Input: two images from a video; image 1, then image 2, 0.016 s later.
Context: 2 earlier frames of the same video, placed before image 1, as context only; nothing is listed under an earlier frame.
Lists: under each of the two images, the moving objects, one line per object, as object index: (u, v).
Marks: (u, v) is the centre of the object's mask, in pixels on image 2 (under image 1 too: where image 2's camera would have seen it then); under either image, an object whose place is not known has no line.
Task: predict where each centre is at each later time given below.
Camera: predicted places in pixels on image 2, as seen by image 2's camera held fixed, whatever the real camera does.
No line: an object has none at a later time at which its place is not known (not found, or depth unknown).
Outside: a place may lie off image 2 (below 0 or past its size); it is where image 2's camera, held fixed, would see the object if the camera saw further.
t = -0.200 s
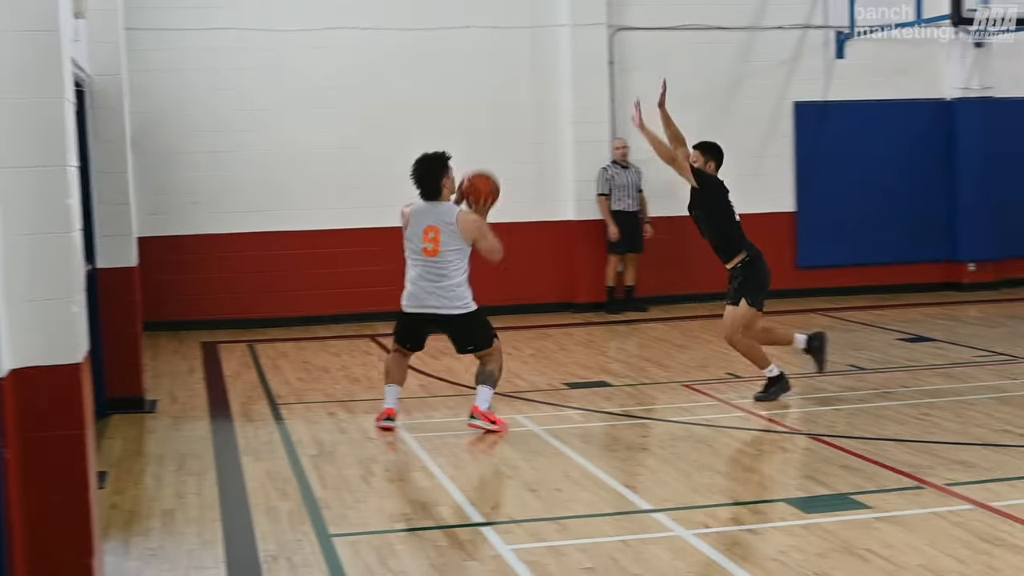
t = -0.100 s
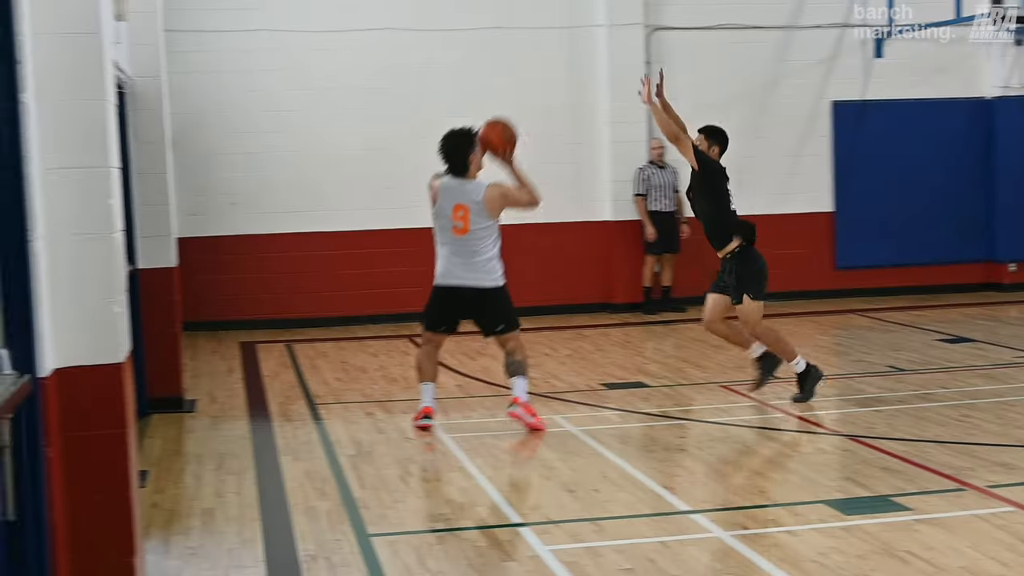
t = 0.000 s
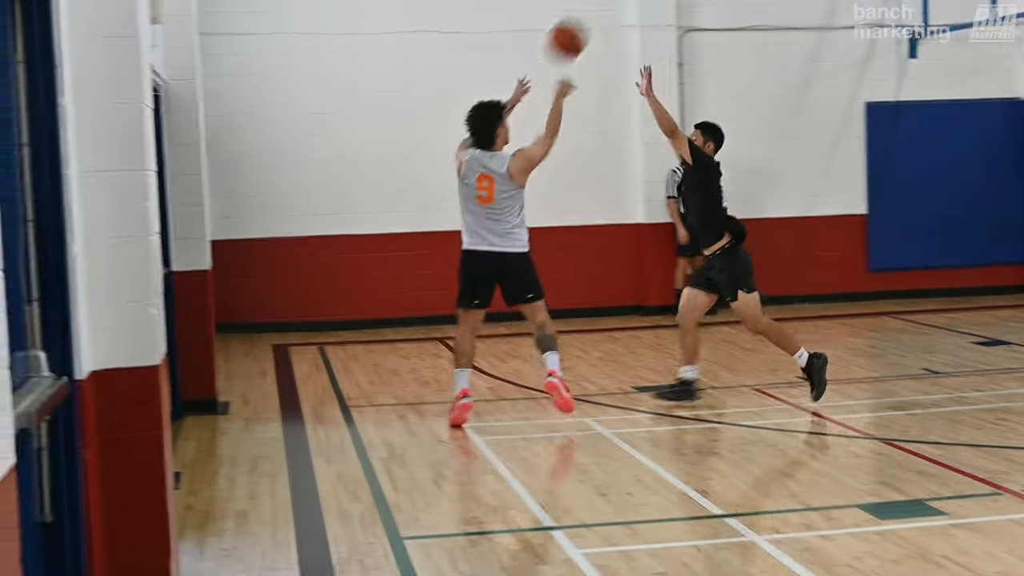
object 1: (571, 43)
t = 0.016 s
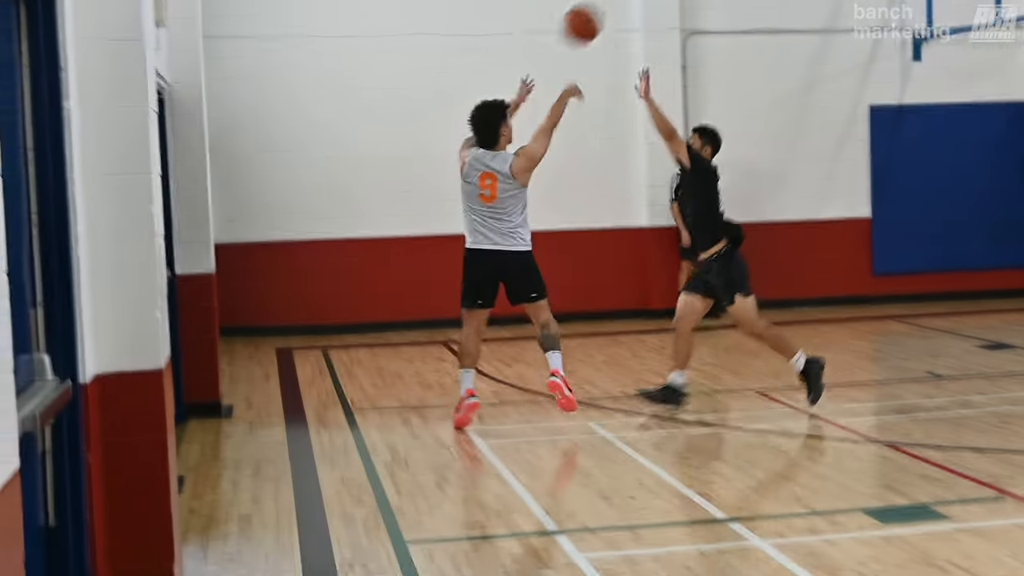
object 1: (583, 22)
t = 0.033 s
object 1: (593, 7)
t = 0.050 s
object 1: (603, -7)
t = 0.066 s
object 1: (614, -20)
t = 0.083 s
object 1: (625, -36)
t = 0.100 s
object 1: (636, -51)
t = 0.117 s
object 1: (646, -68)
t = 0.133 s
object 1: (655, -88)
